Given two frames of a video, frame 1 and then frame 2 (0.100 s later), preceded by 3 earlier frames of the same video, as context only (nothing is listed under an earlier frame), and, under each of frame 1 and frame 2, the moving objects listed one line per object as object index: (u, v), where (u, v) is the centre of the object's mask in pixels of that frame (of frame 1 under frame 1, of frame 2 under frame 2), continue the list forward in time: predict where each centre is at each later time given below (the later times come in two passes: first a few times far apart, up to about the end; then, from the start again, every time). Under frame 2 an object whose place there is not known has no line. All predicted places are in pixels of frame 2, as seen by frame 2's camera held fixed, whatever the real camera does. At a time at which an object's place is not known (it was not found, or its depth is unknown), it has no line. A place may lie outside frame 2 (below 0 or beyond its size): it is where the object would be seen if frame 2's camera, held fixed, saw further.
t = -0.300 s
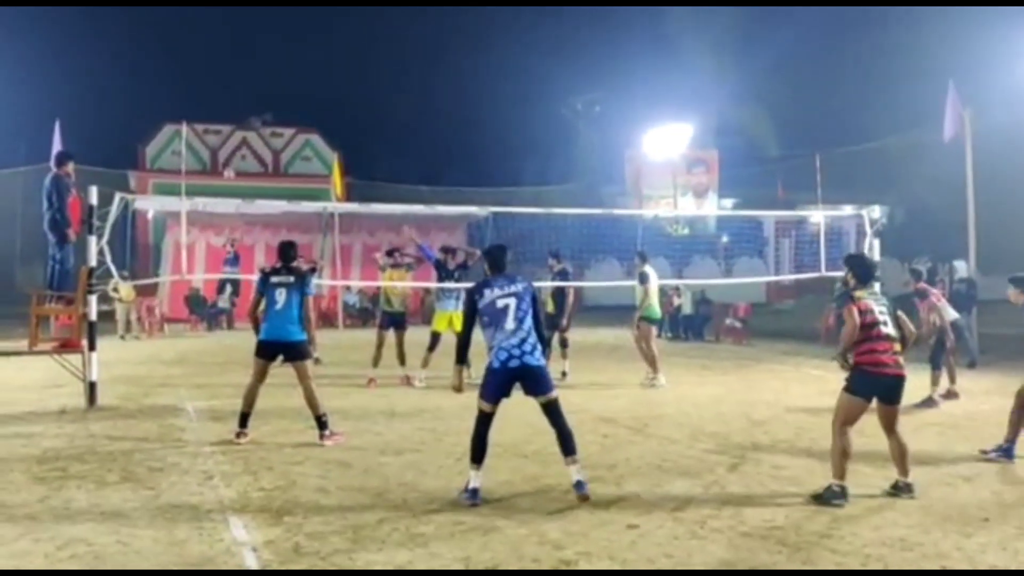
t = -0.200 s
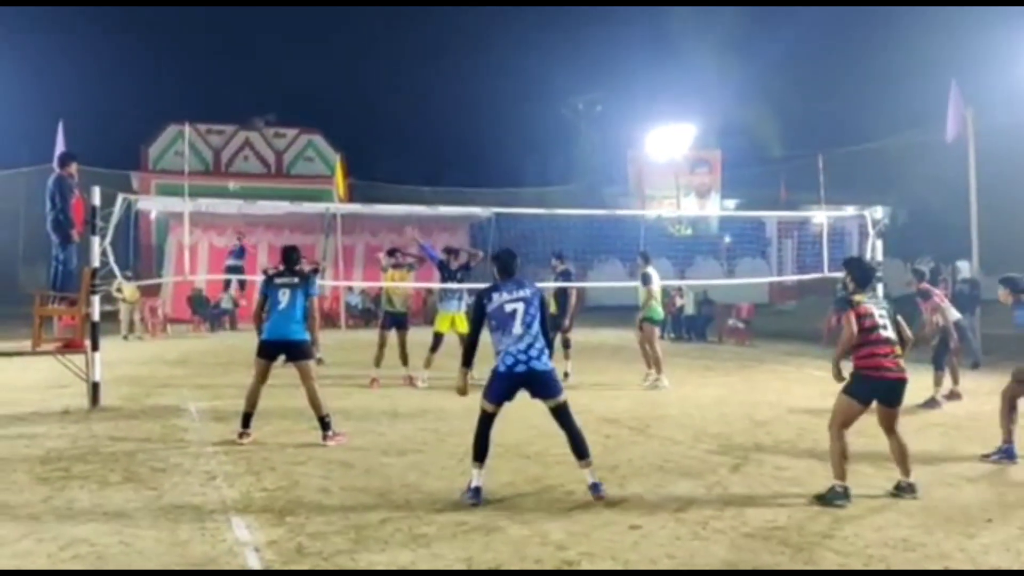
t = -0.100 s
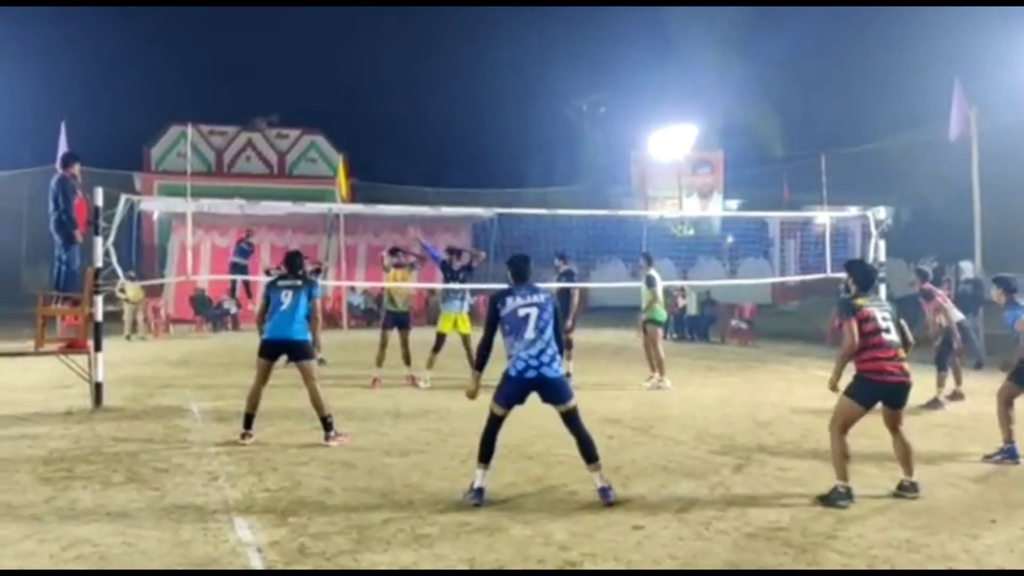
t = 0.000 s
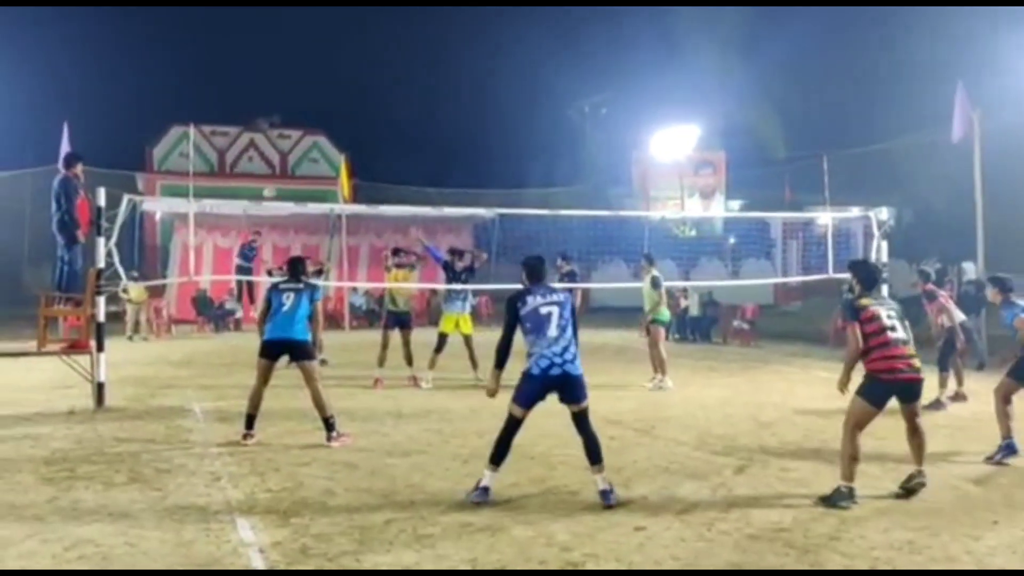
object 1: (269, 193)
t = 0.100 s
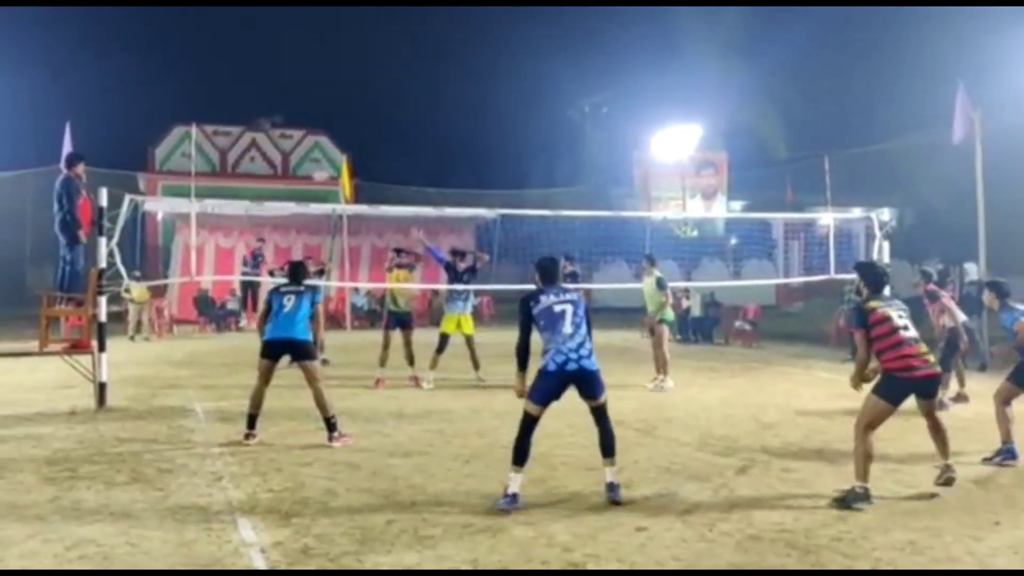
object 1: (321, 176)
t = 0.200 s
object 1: (385, 167)
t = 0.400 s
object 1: (570, 182)
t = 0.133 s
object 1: (337, 172)
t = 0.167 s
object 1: (362, 169)
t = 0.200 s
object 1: (385, 167)
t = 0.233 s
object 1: (410, 166)
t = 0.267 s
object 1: (438, 166)
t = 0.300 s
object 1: (467, 167)
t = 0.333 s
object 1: (498, 172)
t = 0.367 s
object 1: (533, 176)
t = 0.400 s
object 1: (570, 182)
